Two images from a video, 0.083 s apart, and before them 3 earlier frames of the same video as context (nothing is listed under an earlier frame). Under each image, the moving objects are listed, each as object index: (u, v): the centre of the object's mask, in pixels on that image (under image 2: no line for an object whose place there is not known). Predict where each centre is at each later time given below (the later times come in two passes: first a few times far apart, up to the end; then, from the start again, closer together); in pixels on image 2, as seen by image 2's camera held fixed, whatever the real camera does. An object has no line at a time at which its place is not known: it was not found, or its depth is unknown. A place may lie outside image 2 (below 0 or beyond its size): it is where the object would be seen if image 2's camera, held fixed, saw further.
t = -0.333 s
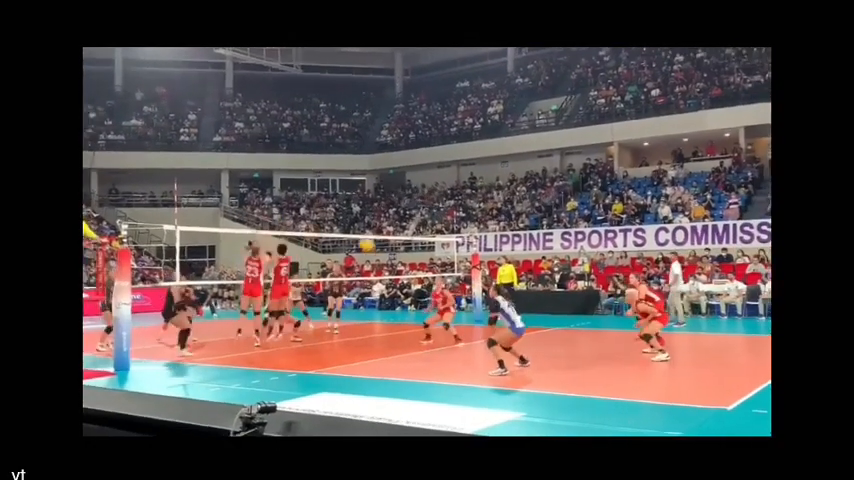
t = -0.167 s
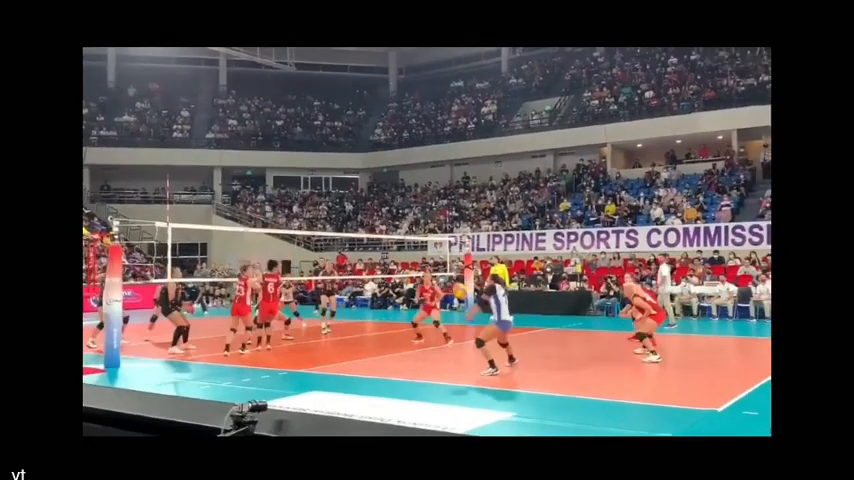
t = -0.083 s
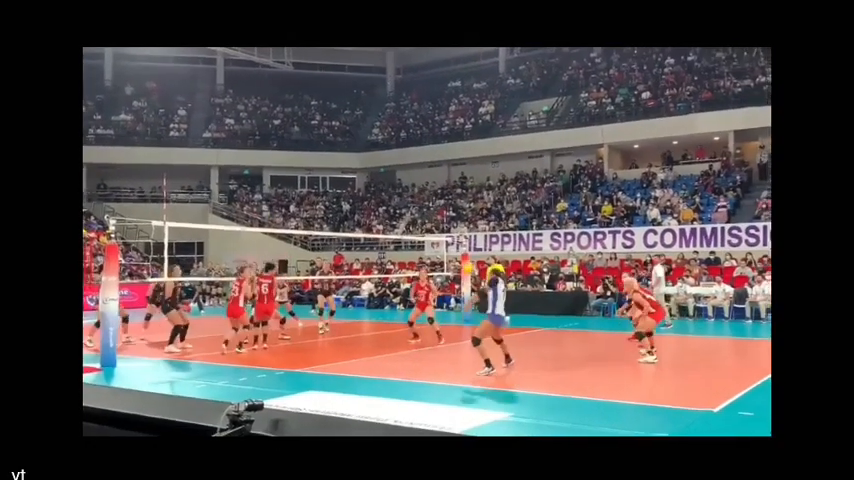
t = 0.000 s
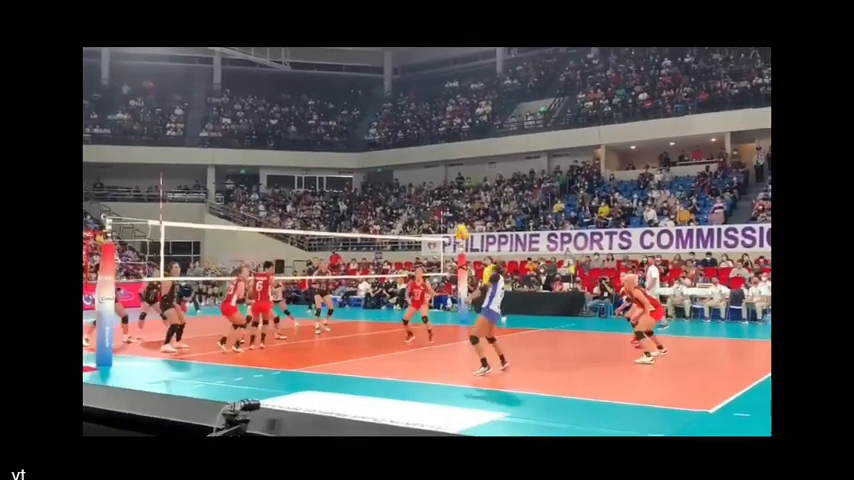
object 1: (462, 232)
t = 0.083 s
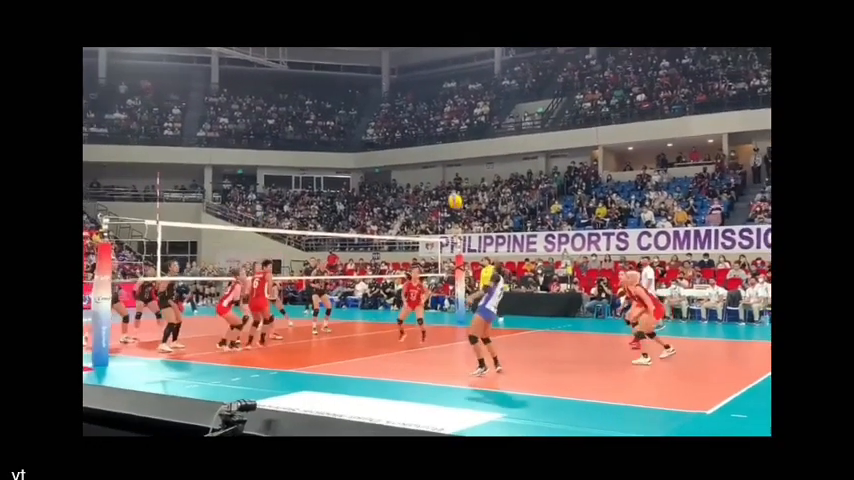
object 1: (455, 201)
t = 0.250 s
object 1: (450, 151)
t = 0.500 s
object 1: (444, 102)
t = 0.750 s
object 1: (440, 80)
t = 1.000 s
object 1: (439, 80)
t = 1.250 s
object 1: (437, 99)
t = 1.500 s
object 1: (436, 135)
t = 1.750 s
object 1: (436, 184)
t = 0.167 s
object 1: (452, 174)
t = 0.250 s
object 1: (450, 151)
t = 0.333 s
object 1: (447, 131)
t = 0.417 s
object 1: (445, 115)
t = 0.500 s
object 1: (444, 102)
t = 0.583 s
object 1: (442, 92)
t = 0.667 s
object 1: (441, 84)
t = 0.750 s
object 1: (440, 80)
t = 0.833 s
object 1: (440, 77)
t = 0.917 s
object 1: (439, 78)
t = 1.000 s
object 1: (439, 80)
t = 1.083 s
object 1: (438, 84)
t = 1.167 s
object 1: (437, 90)
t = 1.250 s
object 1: (437, 99)
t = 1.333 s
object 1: (437, 109)
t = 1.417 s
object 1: (437, 121)
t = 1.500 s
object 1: (436, 135)
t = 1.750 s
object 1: (436, 184)
